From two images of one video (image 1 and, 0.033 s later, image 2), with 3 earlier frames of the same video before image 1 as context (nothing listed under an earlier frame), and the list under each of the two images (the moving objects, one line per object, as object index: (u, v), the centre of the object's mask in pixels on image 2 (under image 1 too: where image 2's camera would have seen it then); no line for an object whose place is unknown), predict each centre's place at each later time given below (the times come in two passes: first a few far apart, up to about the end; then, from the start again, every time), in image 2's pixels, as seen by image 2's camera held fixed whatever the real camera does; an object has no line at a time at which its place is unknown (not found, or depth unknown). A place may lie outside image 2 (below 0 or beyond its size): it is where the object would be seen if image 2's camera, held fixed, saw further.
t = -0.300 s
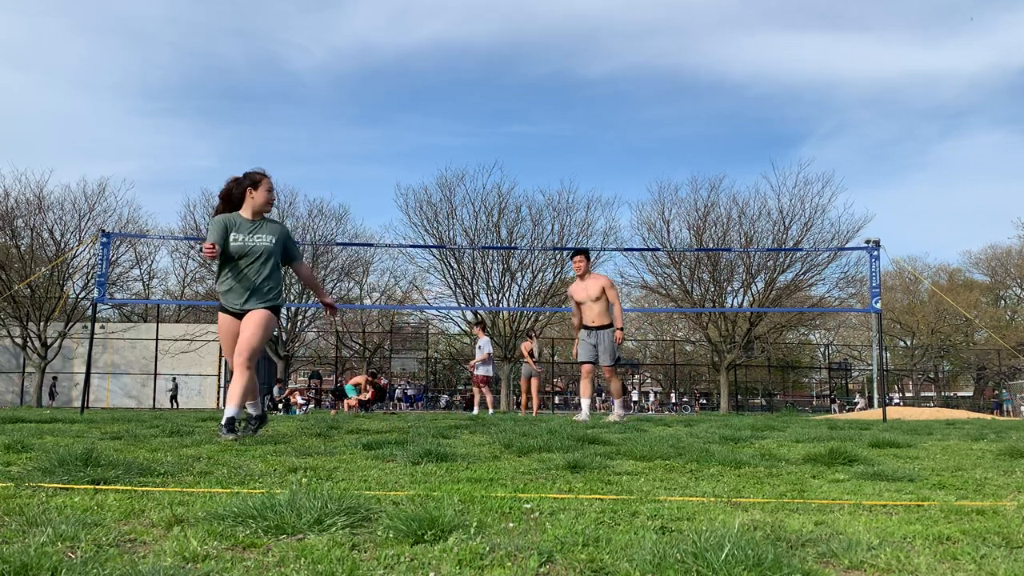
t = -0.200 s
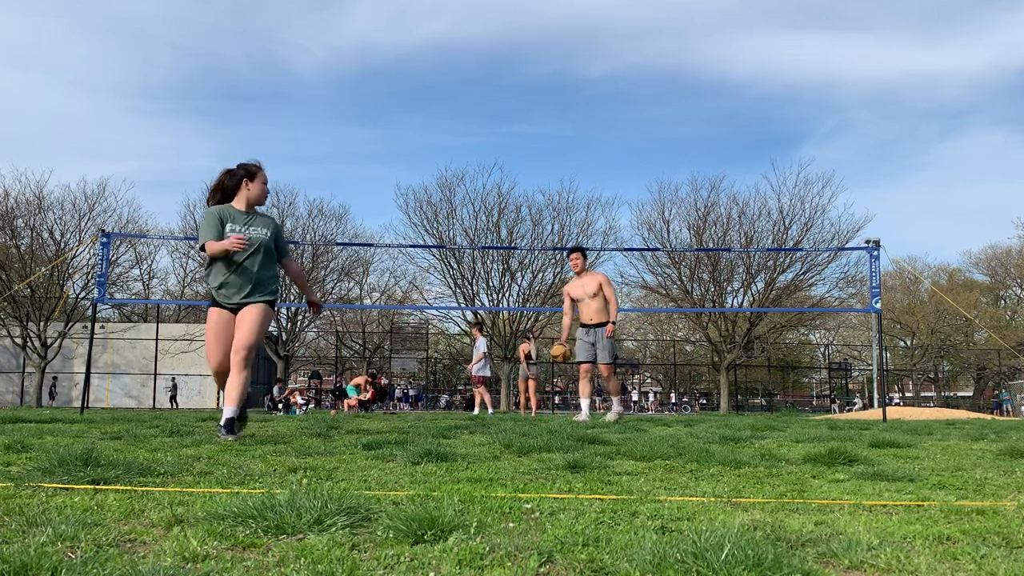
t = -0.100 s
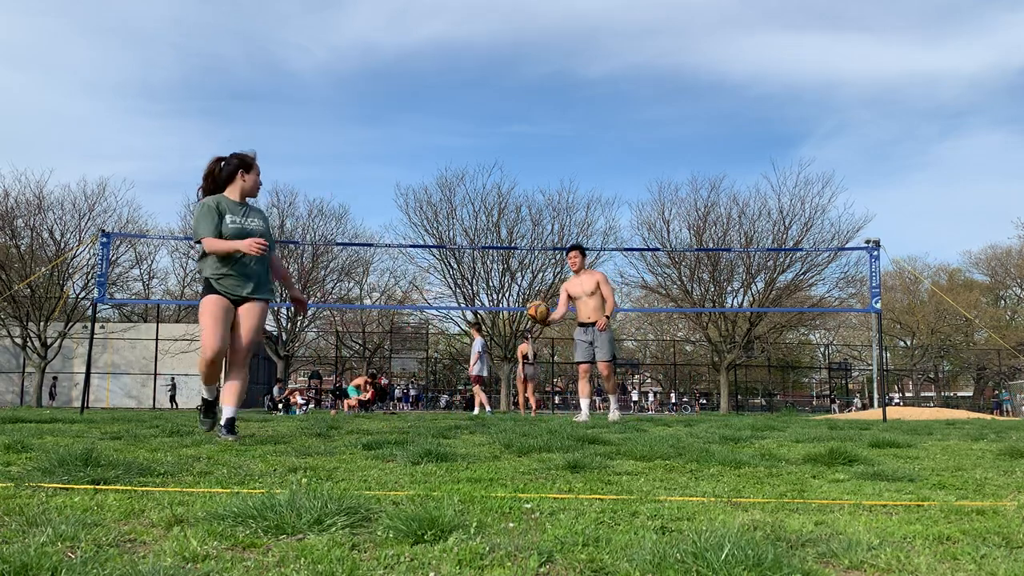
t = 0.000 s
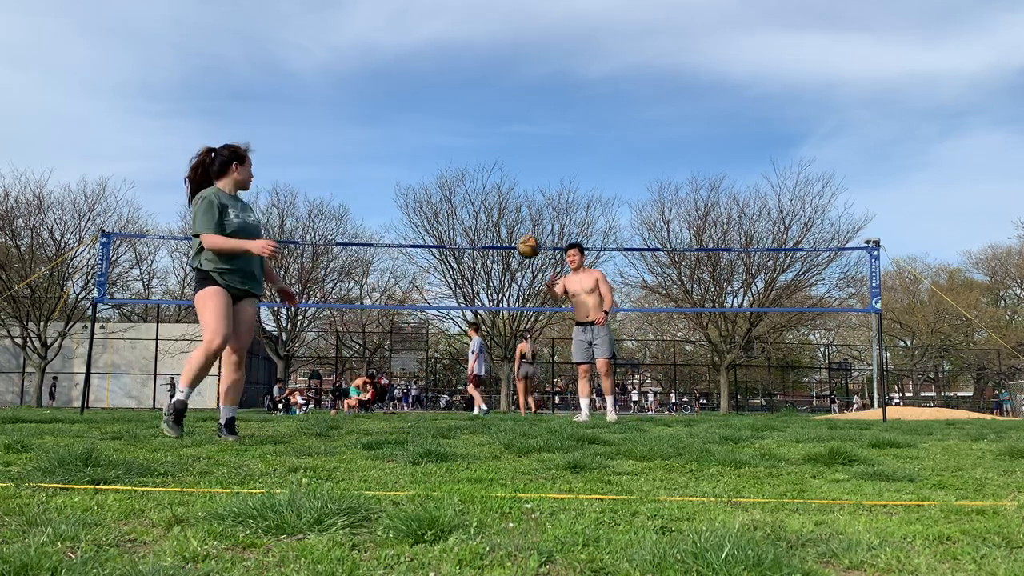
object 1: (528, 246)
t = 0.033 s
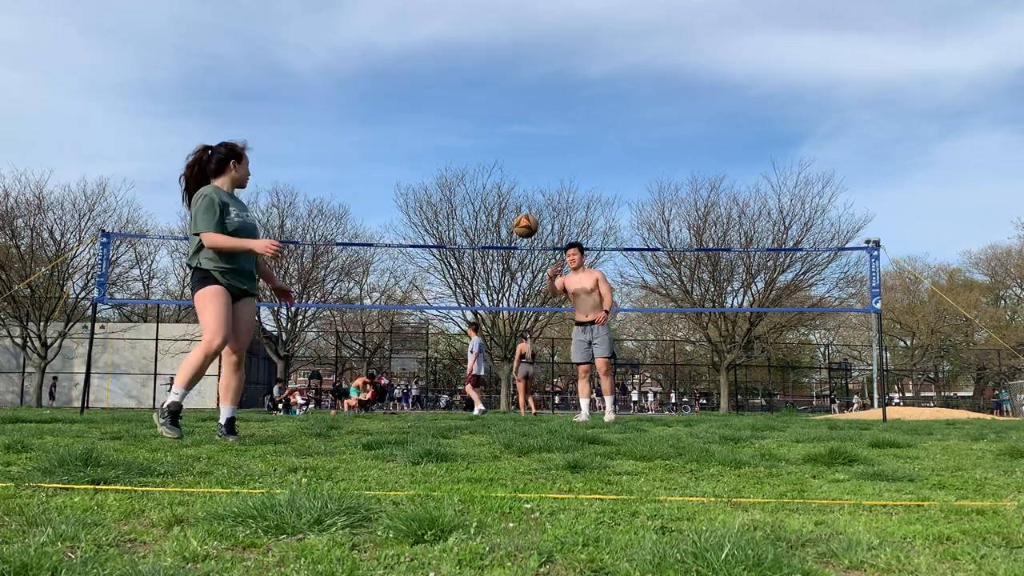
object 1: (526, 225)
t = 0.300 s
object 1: (498, 87)
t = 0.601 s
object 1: (457, 12)
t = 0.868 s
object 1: (404, 54)
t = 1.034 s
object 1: (358, 166)
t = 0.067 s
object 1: (523, 206)
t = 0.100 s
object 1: (519, 186)
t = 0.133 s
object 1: (516, 168)
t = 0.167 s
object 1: (513, 150)
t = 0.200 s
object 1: (509, 133)
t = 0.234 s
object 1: (506, 117)
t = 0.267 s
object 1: (502, 102)
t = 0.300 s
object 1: (498, 87)
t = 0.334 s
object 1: (494, 74)
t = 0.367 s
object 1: (490, 61)
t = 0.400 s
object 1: (486, 50)
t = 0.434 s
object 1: (481, 39)
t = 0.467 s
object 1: (477, 30)
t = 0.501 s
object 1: (472, 23)
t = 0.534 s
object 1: (468, 17)
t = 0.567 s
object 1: (463, 14)
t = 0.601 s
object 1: (457, 12)
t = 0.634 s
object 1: (452, 12)
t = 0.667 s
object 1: (446, 12)
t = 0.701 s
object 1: (439, 13)
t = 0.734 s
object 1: (433, 16)
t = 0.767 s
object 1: (426, 21)
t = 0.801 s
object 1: (418, 29)
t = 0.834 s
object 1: (411, 40)
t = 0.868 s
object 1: (404, 54)
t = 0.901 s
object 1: (396, 70)
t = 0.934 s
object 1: (388, 90)
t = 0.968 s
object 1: (379, 112)
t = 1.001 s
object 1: (369, 137)
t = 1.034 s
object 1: (358, 166)
